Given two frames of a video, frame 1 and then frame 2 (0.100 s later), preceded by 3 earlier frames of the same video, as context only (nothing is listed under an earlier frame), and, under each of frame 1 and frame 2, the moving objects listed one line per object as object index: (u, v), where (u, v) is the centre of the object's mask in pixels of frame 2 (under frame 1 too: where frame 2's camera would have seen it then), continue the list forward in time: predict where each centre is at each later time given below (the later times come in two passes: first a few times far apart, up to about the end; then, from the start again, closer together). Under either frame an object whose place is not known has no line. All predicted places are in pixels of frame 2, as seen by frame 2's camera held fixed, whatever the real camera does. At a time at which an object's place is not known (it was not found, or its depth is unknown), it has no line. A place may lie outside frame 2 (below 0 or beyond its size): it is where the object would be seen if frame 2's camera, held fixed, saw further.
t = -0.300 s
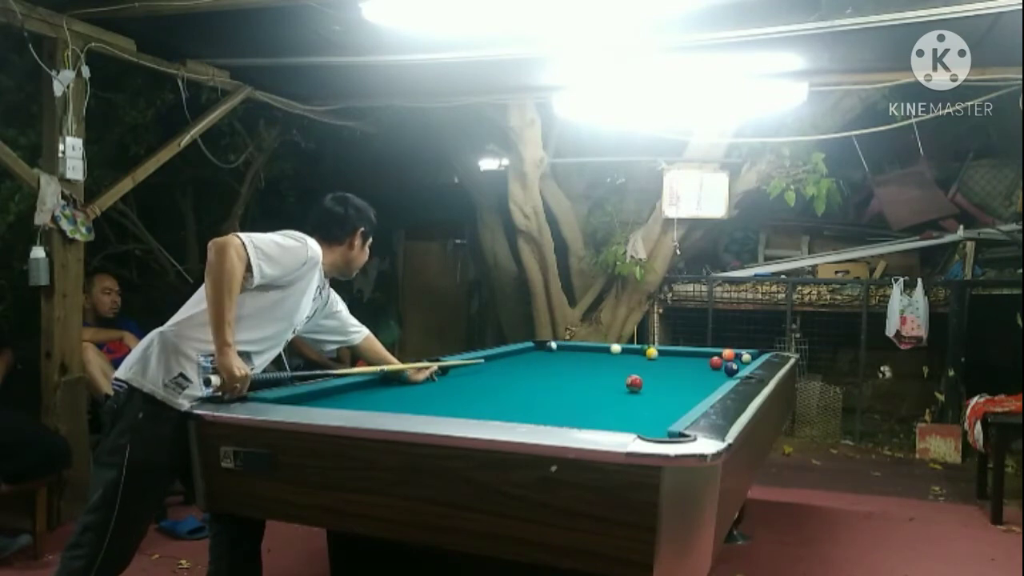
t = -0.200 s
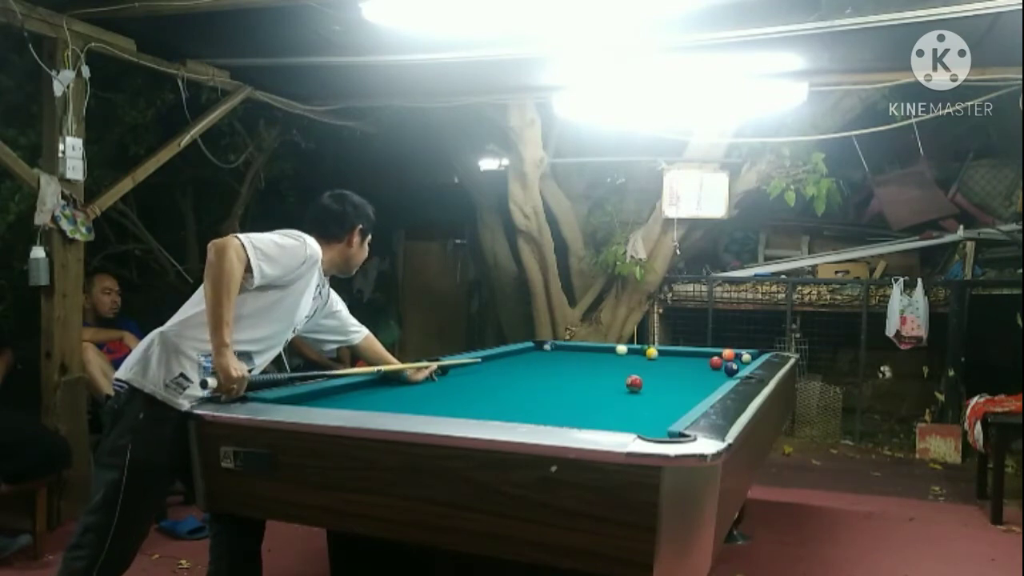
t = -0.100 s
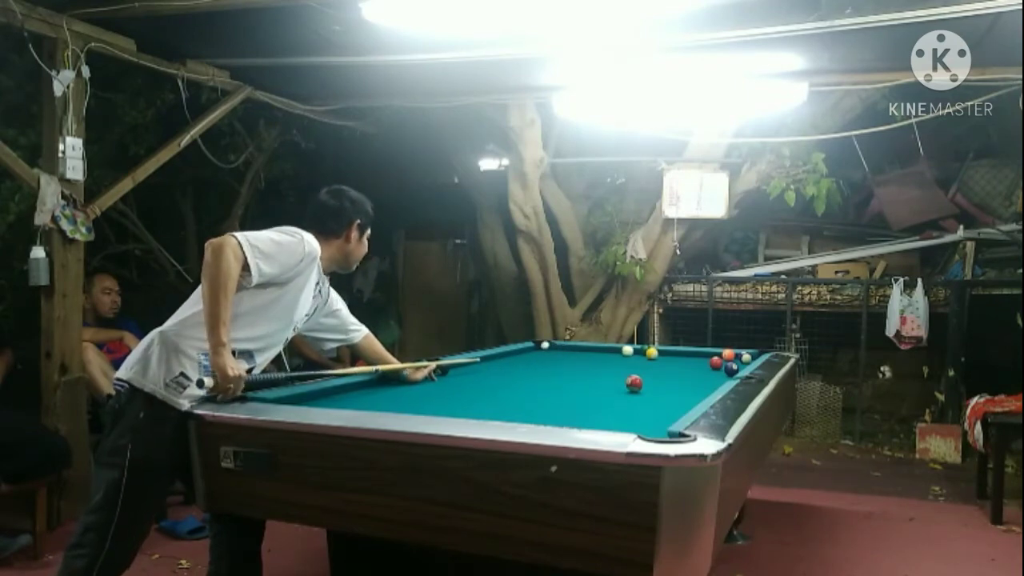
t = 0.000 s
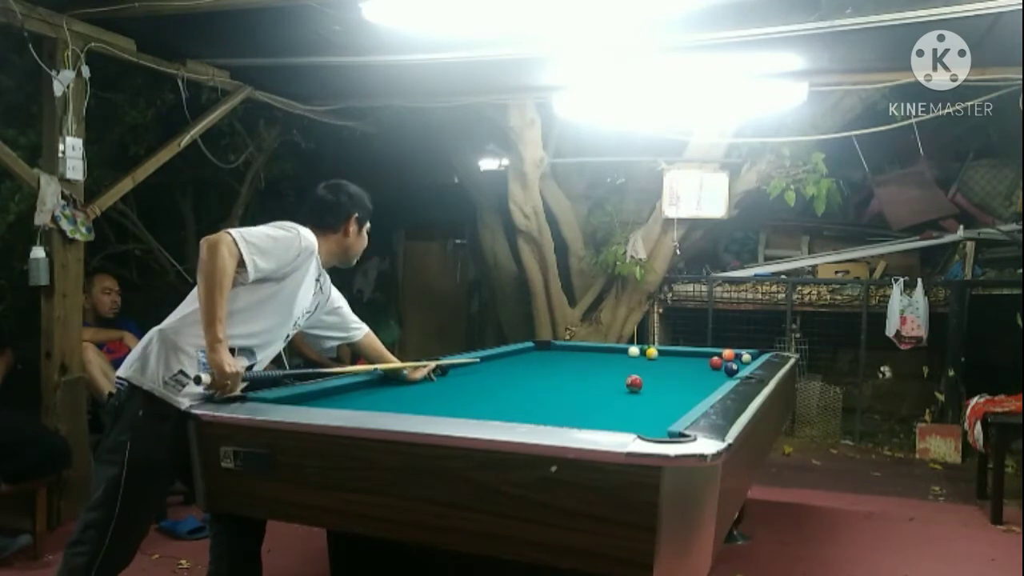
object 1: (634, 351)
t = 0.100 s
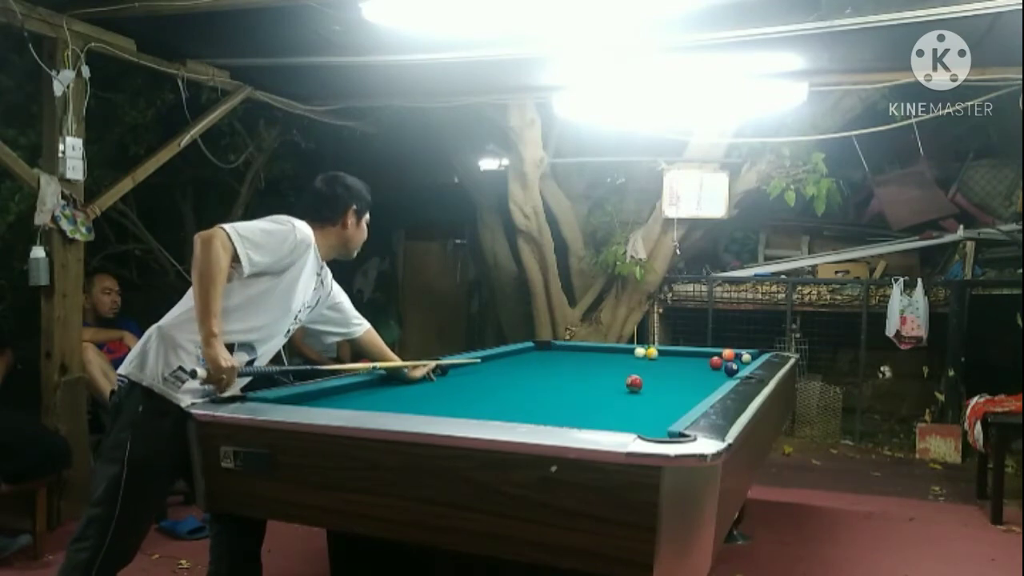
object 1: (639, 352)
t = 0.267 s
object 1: (639, 353)
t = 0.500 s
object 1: (635, 354)
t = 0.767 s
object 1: (632, 355)
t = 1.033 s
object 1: (630, 356)
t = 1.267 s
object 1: (629, 357)
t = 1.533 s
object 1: (629, 357)
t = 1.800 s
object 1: (629, 358)
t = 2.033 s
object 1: (629, 358)
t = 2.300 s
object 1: (630, 359)
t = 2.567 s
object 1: (630, 359)
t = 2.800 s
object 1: (630, 359)
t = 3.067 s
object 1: (630, 359)
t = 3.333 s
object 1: (630, 359)
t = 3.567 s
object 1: (630, 359)
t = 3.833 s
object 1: (630, 359)
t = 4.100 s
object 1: (630, 359)
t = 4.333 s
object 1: (630, 359)
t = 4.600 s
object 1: (630, 359)
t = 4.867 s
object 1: (630, 359)
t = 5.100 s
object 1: (630, 359)
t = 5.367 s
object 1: (630, 359)
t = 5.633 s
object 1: (630, 359)
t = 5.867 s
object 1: (630, 359)
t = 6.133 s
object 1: (630, 359)
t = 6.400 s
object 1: (630, 359)
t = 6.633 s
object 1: (630, 359)
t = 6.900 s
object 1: (630, 359)
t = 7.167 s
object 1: (630, 359)
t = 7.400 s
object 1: (630, 359)
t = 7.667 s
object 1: (630, 359)
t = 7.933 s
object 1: (630, 359)
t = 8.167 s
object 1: (630, 359)
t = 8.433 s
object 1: (630, 359)
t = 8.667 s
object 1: (630, 359)
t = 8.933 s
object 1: (630, 359)
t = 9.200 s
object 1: (630, 359)
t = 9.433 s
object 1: (630, 359)
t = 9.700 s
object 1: (630, 359)
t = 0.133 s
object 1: (640, 352)
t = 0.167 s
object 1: (640, 352)
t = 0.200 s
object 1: (639, 353)
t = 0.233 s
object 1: (639, 353)
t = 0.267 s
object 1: (639, 353)
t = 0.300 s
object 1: (638, 353)
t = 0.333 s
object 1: (637, 353)
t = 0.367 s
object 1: (637, 353)
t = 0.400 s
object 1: (636, 353)
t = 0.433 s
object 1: (636, 353)
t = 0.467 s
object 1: (636, 354)
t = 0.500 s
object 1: (635, 354)
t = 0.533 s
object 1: (635, 354)
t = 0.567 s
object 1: (635, 354)
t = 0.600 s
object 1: (634, 354)
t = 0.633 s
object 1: (634, 354)
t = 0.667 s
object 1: (633, 355)
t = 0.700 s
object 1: (633, 355)
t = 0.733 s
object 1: (633, 355)
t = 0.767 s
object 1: (632, 355)
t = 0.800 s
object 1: (632, 355)
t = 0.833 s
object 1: (632, 355)
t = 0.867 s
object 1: (631, 355)
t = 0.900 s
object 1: (631, 355)
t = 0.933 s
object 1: (631, 356)
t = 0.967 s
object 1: (631, 356)
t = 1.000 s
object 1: (630, 356)
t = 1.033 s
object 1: (630, 356)
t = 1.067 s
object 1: (630, 356)
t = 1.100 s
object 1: (630, 356)
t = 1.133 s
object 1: (629, 356)
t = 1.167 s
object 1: (630, 356)
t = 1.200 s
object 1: (629, 357)
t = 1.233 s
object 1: (629, 357)
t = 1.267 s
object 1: (629, 357)
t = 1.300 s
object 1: (629, 357)
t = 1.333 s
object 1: (629, 357)
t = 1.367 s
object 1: (629, 357)
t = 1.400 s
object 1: (629, 357)
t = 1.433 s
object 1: (629, 357)
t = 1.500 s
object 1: (629, 357)
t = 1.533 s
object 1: (629, 357)
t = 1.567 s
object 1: (629, 357)
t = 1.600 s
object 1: (629, 358)
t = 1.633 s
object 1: (629, 358)
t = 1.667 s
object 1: (629, 358)
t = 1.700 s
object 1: (629, 358)
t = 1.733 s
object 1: (629, 358)
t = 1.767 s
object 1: (629, 358)
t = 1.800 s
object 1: (629, 358)
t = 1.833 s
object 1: (629, 358)
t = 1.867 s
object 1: (629, 358)
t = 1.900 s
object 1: (629, 358)
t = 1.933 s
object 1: (629, 358)
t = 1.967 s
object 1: (629, 358)
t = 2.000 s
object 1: (629, 358)
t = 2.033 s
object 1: (629, 358)
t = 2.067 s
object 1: (630, 358)
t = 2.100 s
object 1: (630, 358)
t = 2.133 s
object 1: (630, 358)
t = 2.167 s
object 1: (630, 358)
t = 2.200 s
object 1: (630, 359)
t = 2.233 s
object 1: (630, 359)
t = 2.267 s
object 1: (630, 359)
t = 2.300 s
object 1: (630, 359)
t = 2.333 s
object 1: (630, 359)
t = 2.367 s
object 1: (630, 359)
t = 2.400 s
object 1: (630, 359)
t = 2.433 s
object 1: (630, 359)
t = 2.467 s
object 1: (630, 359)
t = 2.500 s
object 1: (630, 359)
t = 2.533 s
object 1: (630, 359)
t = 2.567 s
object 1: (630, 359)
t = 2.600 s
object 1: (630, 359)
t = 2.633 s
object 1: (630, 359)
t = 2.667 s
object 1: (630, 359)
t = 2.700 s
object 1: (630, 359)
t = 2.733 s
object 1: (630, 359)
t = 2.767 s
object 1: (630, 359)
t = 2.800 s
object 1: (630, 359)
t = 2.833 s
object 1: (630, 359)
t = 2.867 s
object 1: (630, 359)
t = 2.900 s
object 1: (630, 359)
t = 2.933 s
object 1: (630, 359)
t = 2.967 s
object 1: (630, 359)
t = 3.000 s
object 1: (630, 359)
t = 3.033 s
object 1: (630, 359)
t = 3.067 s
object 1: (630, 359)
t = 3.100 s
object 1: (630, 359)
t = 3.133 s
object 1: (630, 359)
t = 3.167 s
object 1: (630, 359)
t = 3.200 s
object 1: (630, 359)
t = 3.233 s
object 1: (630, 359)
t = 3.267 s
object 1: (630, 359)
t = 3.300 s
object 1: (630, 359)
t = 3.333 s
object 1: (630, 359)
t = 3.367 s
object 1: (630, 359)
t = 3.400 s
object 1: (630, 359)
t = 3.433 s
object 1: (630, 359)
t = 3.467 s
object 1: (630, 359)
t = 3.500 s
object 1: (630, 359)
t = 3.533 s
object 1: (630, 359)
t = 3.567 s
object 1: (630, 359)
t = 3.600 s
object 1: (630, 359)
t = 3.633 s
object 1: (630, 359)
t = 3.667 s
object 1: (630, 359)
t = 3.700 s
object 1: (630, 359)
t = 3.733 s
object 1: (630, 359)
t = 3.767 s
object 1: (630, 359)
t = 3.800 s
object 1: (630, 359)
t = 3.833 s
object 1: (630, 359)
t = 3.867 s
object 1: (630, 359)
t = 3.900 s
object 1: (630, 359)
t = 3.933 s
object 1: (630, 359)
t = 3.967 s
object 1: (630, 359)
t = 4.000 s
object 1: (630, 359)
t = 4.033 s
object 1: (630, 359)
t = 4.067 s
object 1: (630, 359)
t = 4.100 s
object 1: (630, 359)
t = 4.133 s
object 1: (630, 359)
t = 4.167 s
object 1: (630, 359)
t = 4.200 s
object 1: (630, 359)
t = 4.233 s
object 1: (630, 359)
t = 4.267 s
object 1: (630, 359)
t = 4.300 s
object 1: (630, 359)
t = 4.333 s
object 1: (630, 359)
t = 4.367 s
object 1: (630, 359)
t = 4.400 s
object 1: (630, 359)
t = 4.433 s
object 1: (630, 359)
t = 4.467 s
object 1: (630, 359)
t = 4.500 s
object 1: (630, 359)
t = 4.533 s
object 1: (630, 359)
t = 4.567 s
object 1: (630, 359)
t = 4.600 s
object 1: (630, 359)
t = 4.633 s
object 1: (630, 359)
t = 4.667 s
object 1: (630, 359)
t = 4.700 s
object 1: (630, 359)
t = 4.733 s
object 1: (630, 359)
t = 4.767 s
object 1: (630, 359)
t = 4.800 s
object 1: (630, 359)
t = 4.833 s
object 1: (630, 359)
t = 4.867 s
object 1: (630, 359)
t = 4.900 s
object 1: (630, 359)
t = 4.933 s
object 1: (630, 359)
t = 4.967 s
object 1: (630, 359)
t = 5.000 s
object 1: (630, 359)
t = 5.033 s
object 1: (630, 359)
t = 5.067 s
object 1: (630, 359)
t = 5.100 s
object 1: (630, 359)
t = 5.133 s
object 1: (630, 359)
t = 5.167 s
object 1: (630, 359)
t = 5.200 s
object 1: (630, 359)
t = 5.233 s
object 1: (630, 359)
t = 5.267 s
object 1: (630, 359)
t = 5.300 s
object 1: (630, 359)
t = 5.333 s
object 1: (630, 359)
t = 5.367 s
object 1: (630, 359)
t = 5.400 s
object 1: (630, 359)
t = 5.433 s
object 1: (630, 359)
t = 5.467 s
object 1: (630, 359)
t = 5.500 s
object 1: (630, 359)
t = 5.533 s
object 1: (630, 359)
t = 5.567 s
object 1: (630, 359)
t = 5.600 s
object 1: (630, 359)
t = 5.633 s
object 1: (630, 359)
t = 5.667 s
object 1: (630, 359)
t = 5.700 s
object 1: (630, 359)
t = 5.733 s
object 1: (630, 359)
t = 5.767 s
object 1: (630, 359)
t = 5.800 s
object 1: (630, 359)
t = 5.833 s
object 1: (630, 359)
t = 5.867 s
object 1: (630, 359)
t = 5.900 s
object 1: (630, 359)
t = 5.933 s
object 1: (630, 359)
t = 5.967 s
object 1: (630, 359)
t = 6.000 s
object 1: (630, 359)
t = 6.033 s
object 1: (630, 359)
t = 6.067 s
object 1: (630, 359)
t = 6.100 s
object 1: (630, 359)
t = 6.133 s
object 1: (630, 359)
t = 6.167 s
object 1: (630, 359)
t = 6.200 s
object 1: (630, 359)
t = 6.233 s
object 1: (630, 359)
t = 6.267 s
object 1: (630, 359)
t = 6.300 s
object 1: (630, 359)
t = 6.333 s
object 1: (630, 359)
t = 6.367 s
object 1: (630, 359)
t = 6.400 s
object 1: (630, 359)
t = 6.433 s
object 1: (630, 359)
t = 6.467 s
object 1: (630, 359)
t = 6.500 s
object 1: (630, 359)
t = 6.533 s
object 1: (630, 359)
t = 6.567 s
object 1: (630, 359)
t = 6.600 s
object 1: (630, 359)
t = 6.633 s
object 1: (630, 359)
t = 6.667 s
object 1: (630, 359)
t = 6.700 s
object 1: (630, 359)
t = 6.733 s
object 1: (630, 359)
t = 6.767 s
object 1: (630, 359)
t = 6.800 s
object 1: (630, 359)
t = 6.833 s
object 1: (630, 359)
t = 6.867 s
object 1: (630, 359)
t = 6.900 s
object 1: (630, 359)
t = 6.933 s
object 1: (630, 359)
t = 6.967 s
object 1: (630, 359)
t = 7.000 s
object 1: (630, 359)
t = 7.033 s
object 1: (630, 359)
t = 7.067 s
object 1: (630, 359)
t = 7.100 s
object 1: (630, 359)
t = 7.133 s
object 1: (630, 359)
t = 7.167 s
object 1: (630, 359)
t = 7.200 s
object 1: (630, 359)
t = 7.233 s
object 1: (630, 359)
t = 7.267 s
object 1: (630, 359)
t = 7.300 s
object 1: (630, 359)
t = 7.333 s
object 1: (630, 359)
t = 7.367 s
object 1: (630, 359)
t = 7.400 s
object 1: (630, 359)
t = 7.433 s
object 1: (630, 359)
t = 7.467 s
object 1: (630, 359)
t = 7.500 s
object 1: (630, 359)
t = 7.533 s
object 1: (630, 359)
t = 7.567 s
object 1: (630, 359)
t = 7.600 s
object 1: (630, 359)
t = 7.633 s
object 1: (630, 359)
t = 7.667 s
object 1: (630, 359)
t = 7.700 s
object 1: (630, 359)
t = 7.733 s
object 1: (630, 359)
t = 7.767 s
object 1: (630, 359)
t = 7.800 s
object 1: (630, 359)
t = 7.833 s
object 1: (630, 359)
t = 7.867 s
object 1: (630, 359)
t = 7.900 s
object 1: (630, 359)
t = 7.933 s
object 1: (630, 359)
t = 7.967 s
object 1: (630, 359)
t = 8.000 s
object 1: (630, 359)
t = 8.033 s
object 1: (630, 359)
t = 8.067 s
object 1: (630, 359)
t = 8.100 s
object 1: (630, 359)
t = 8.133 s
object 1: (630, 359)
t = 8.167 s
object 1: (630, 359)
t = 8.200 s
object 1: (630, 359)
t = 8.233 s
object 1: (630, 359)
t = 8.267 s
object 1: (630, 359)
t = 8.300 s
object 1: (630, 359)
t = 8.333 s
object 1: (630, 359)
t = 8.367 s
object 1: (630, 359)
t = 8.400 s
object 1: (630, 359)
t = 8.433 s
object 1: (630, 359)
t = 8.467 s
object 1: (630, 359)
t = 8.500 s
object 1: (630, 359)
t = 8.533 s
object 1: (630, 359)
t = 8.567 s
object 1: (630, 359)
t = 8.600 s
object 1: (630, 359)
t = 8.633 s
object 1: (630, 359)
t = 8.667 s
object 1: (630, 359)
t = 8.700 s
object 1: (630, 359)
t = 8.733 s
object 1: (630, 359)
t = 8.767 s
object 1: (630, 359)
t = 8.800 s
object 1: (630, 359)
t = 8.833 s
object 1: (630, 359)
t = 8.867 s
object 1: (630, 359)
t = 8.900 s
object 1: (630, 359)
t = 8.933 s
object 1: (630, 359)
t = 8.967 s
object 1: (630, 359)
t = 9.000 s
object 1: (630, 359)
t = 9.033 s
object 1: (630, 359)
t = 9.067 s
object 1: (630, 359)
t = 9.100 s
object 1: (630, 359)
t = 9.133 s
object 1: (630, 359)
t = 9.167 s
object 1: (630, 359)
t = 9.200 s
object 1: (630, 359)
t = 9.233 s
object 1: (630, 359)
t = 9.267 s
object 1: (630, 359)
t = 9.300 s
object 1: (630, 359)
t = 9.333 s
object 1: (630, 359)
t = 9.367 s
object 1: (630, 359)
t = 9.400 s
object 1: (630, 359)
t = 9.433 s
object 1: (630, 359)
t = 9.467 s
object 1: (630, 359)
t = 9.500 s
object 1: (630, 359)
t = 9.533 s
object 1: (630, 359)
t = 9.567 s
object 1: (630, 359)
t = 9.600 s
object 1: (630, 359)
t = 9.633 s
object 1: (630, 359)
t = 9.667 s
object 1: (630, 359)
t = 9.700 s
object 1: (630, 359)
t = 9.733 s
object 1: (630, 359)
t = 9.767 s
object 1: (630, 359)
